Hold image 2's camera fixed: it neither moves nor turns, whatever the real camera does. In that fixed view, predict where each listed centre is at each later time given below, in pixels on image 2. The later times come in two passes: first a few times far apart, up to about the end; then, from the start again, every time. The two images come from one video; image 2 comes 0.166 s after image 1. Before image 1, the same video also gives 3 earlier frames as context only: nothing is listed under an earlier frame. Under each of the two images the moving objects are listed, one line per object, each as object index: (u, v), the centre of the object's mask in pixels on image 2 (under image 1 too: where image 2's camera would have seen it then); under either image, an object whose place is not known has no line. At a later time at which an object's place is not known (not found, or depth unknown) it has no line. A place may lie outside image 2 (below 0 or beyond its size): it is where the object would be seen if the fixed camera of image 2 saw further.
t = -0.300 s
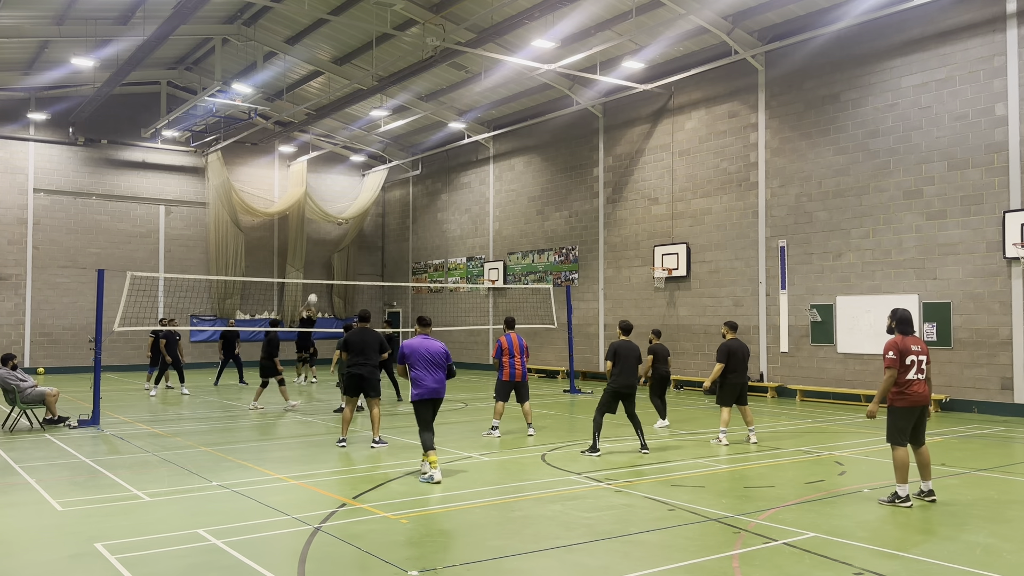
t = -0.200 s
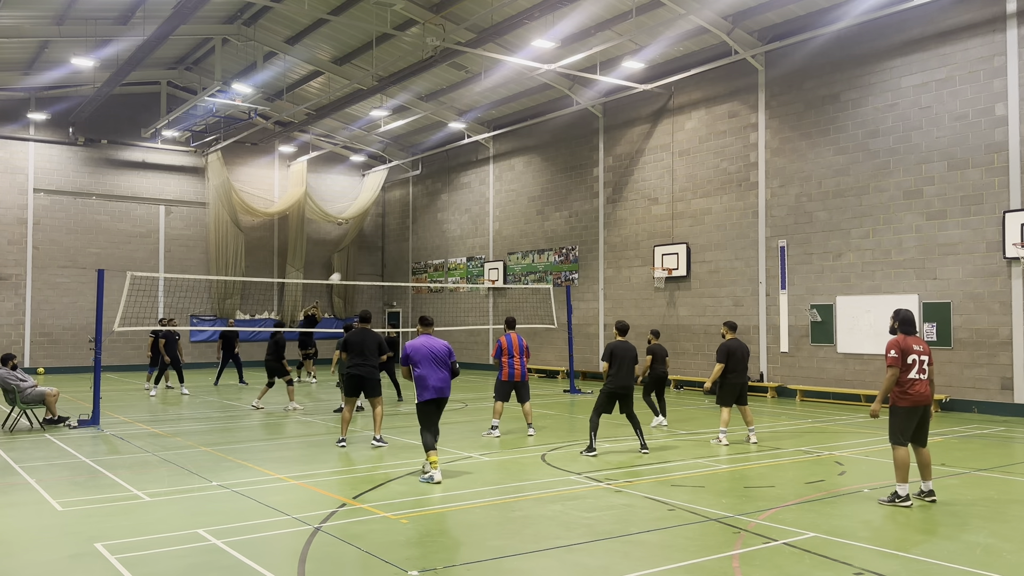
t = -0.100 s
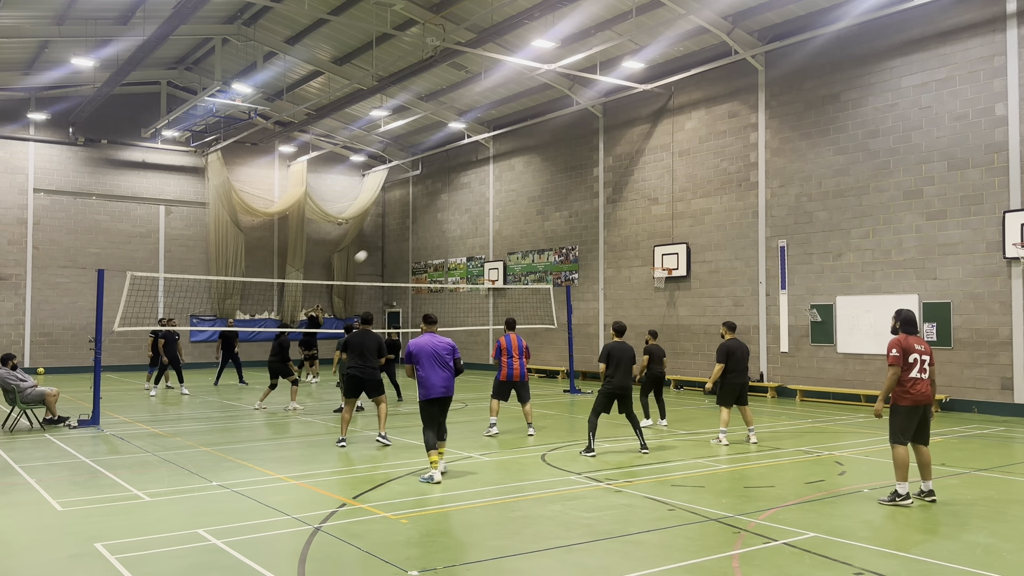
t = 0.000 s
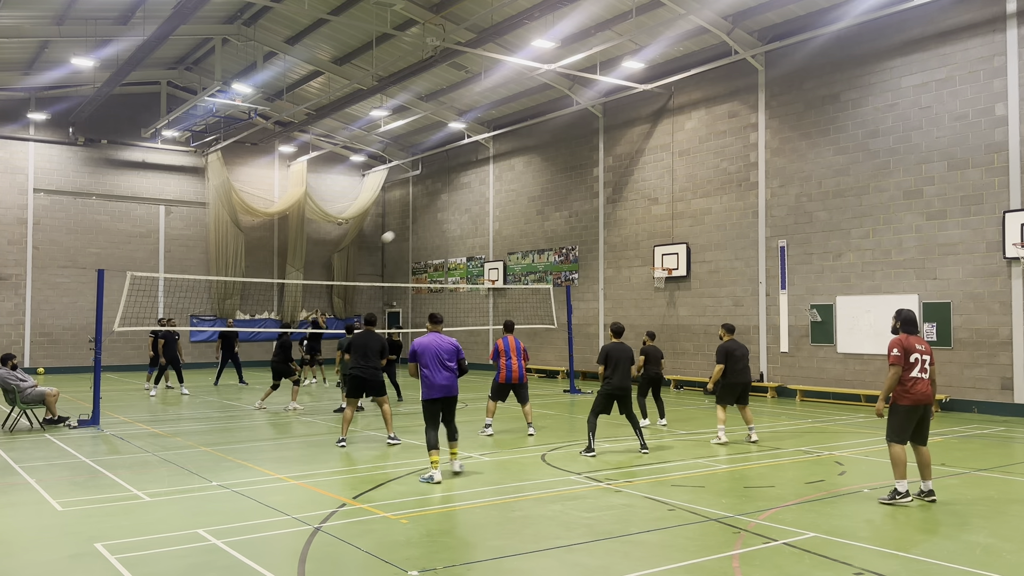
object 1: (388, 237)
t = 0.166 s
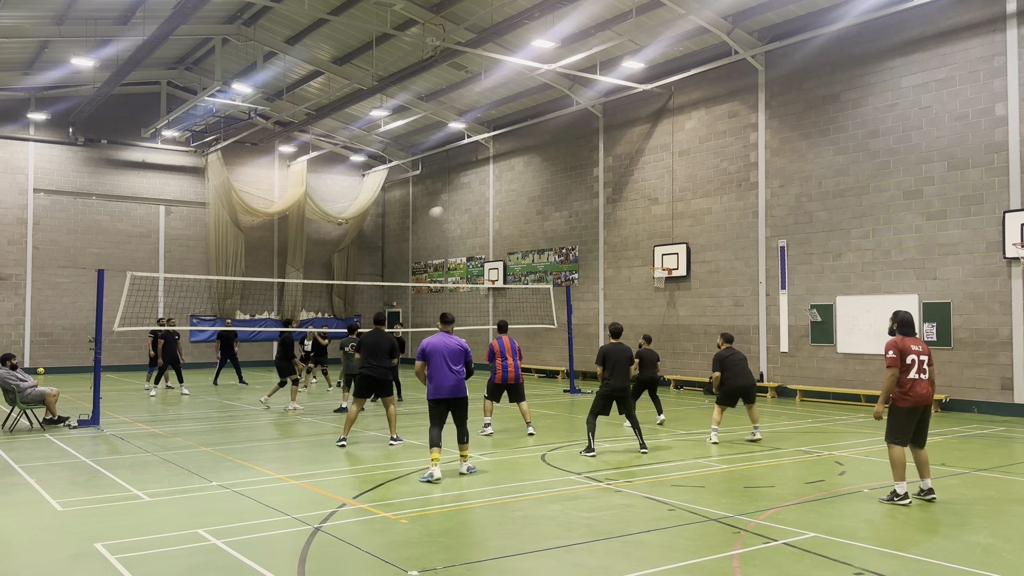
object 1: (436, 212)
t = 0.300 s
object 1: (478, 198)
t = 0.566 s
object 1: (572, 197)
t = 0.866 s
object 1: (702, 243)
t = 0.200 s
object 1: (445, 208)
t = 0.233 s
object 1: (456, 204)
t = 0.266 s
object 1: (467, 201)
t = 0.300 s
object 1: (478, 198)
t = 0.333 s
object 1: (489, 196)
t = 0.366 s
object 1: (501, 195)
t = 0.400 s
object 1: (512, 193)
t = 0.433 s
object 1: (523, 193)
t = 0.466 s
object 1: (535, 194)
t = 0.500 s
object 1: (547, 194)
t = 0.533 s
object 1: (559, 195)
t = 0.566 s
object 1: (572, 197)
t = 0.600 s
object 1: (585, 199)
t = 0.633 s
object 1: (598, 202)
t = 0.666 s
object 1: (612, 206)
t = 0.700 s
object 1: (626, 209)
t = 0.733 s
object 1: (641, 215)
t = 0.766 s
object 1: (655, 220)
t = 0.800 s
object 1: (671, 227)
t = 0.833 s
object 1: (687, 235)
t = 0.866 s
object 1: (702, 243)
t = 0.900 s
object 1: (719, 252)
